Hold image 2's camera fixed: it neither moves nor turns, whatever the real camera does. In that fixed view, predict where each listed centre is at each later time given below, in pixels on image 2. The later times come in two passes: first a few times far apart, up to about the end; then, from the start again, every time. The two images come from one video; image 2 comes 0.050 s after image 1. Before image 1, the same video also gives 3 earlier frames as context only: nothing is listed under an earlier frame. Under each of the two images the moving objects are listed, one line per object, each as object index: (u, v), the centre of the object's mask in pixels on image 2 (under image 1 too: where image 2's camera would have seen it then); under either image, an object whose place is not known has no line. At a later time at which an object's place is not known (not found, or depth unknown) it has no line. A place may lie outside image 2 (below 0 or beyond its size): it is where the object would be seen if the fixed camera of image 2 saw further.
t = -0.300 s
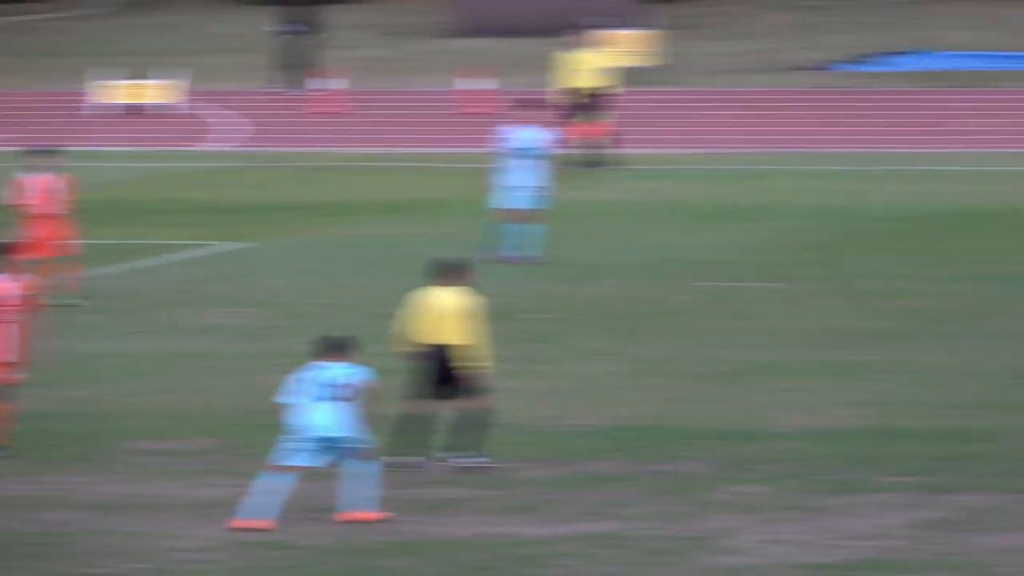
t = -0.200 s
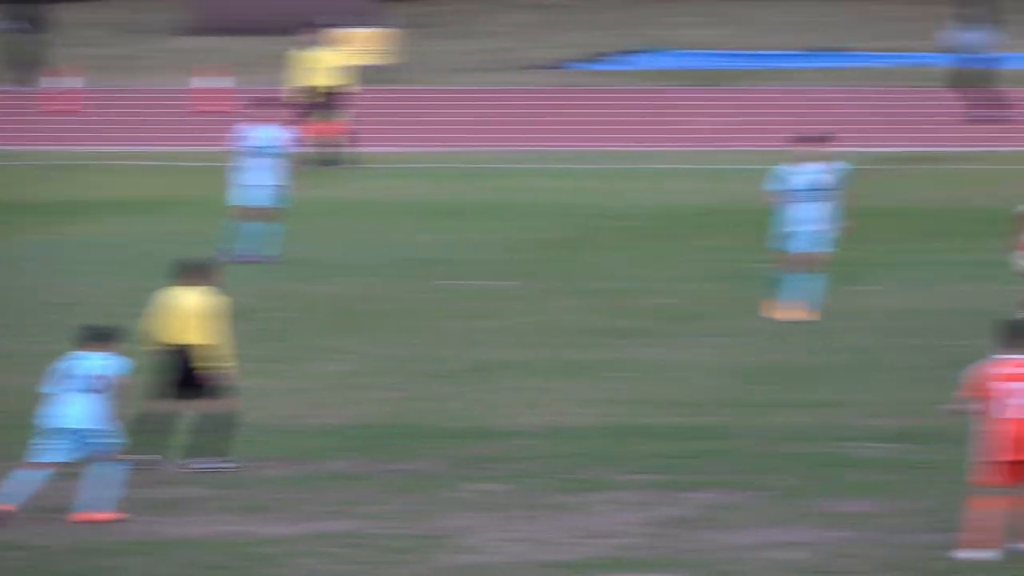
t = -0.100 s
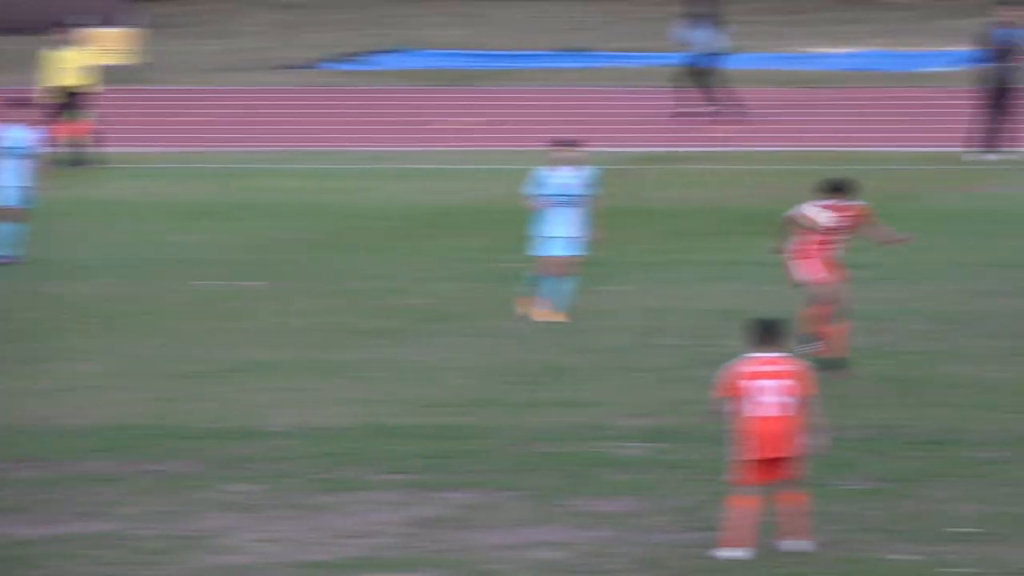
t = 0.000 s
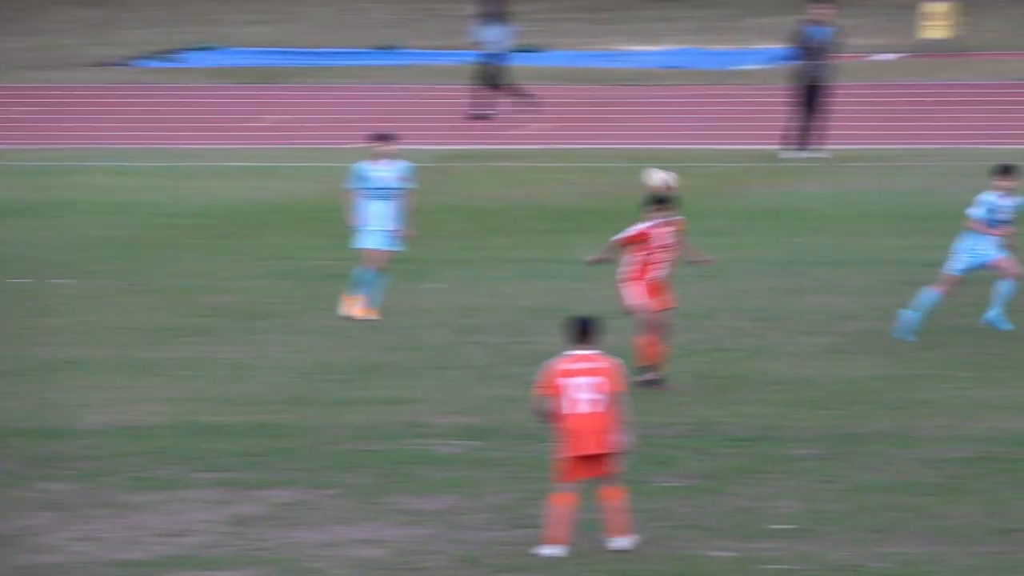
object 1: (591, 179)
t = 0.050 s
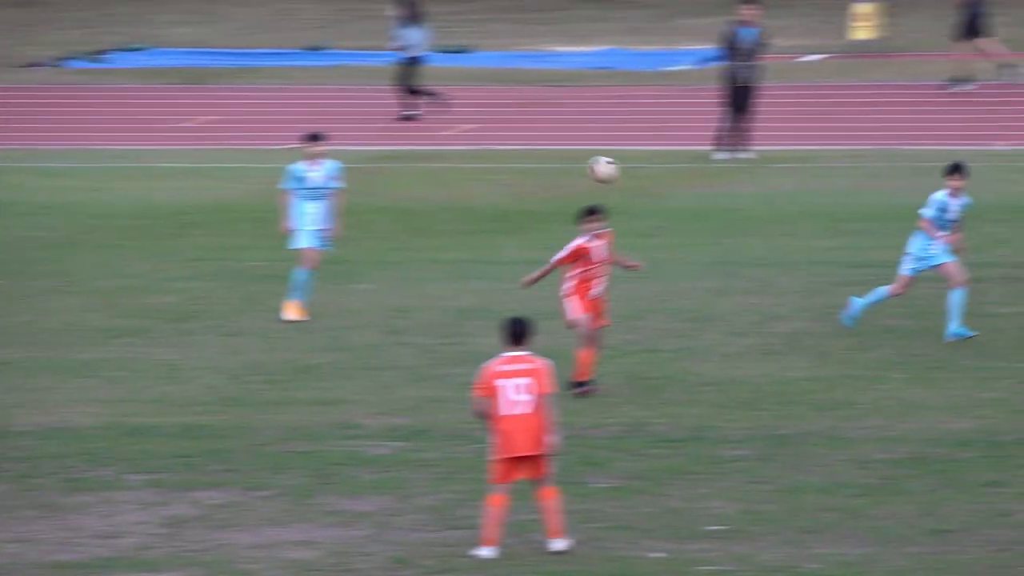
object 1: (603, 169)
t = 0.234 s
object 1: (656, 146)
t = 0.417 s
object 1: (712, 163)
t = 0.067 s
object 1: (607, 166)
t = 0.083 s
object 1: (612, 162)
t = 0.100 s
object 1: (617, 159)
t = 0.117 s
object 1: (622, 156)
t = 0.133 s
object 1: (626, 154)
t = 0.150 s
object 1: (632, 152)
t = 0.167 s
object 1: (636, 151)
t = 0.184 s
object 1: (641, 149)
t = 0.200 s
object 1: (646, 148)
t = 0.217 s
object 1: (651, 147)
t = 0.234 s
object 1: (656, 146)
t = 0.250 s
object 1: (661, 146)
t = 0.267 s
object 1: (667, 146)
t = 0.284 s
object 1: (671, 147)
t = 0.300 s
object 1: (676, 148)
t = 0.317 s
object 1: (681, 149)
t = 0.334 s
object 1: (687, 150)
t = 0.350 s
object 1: (692, 152)
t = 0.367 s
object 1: (697, 155)
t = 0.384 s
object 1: (702, 157)
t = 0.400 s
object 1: (707, 160)
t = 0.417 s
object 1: (712, 163)
